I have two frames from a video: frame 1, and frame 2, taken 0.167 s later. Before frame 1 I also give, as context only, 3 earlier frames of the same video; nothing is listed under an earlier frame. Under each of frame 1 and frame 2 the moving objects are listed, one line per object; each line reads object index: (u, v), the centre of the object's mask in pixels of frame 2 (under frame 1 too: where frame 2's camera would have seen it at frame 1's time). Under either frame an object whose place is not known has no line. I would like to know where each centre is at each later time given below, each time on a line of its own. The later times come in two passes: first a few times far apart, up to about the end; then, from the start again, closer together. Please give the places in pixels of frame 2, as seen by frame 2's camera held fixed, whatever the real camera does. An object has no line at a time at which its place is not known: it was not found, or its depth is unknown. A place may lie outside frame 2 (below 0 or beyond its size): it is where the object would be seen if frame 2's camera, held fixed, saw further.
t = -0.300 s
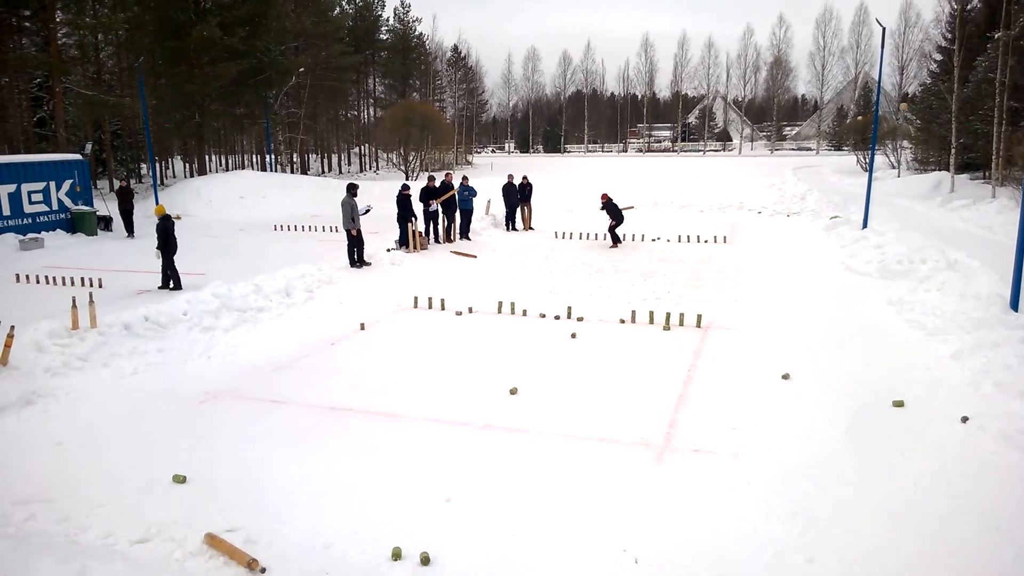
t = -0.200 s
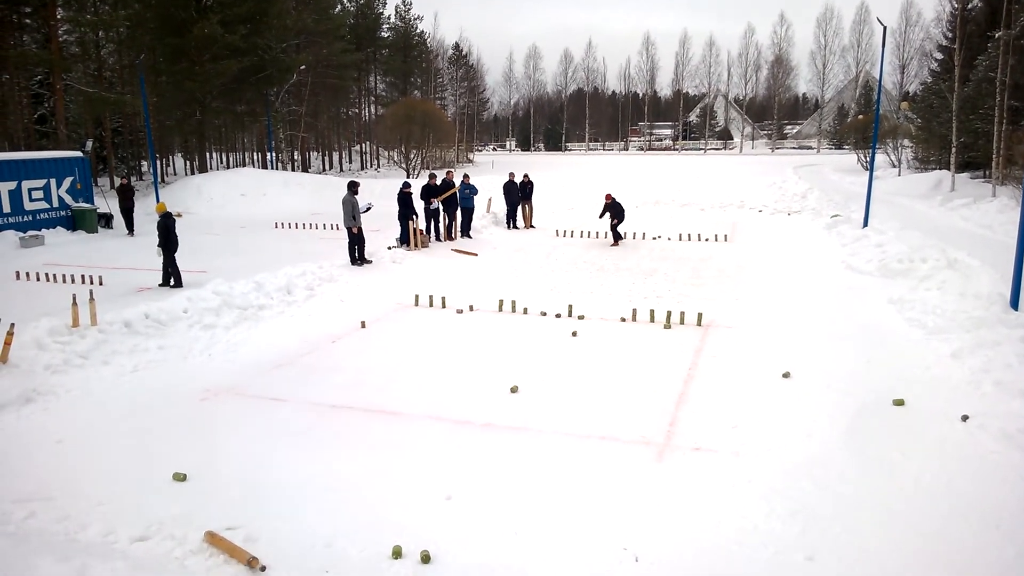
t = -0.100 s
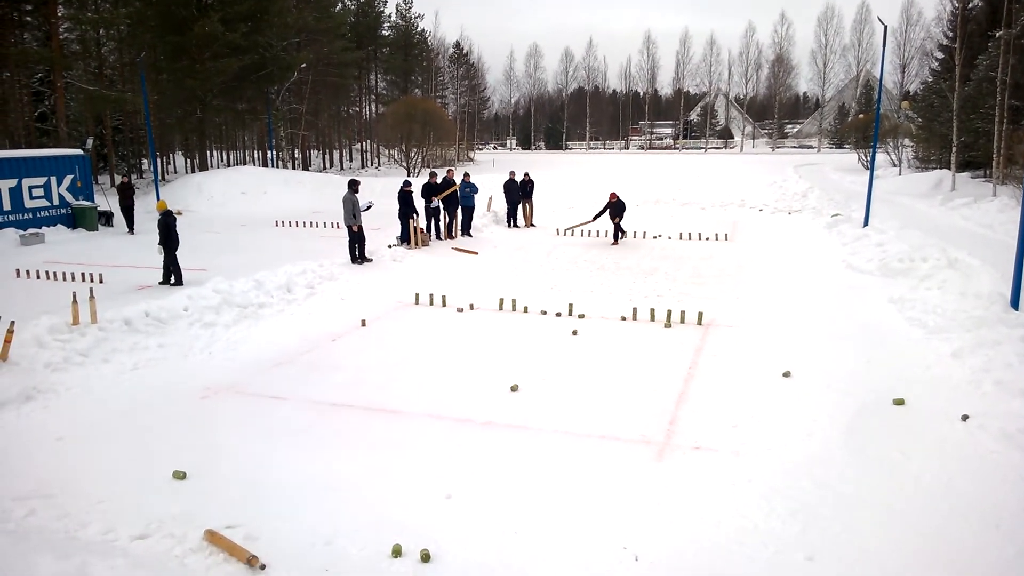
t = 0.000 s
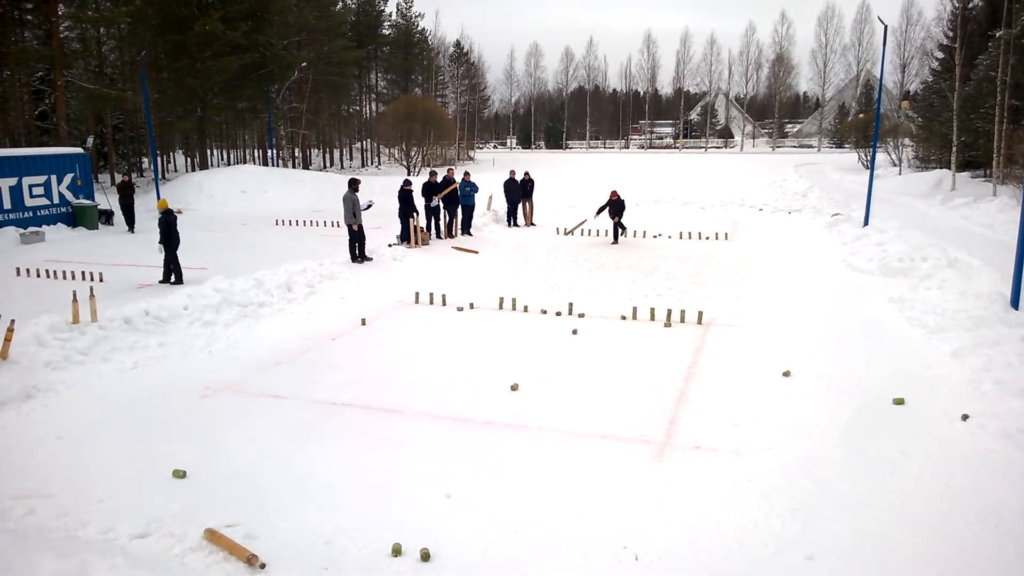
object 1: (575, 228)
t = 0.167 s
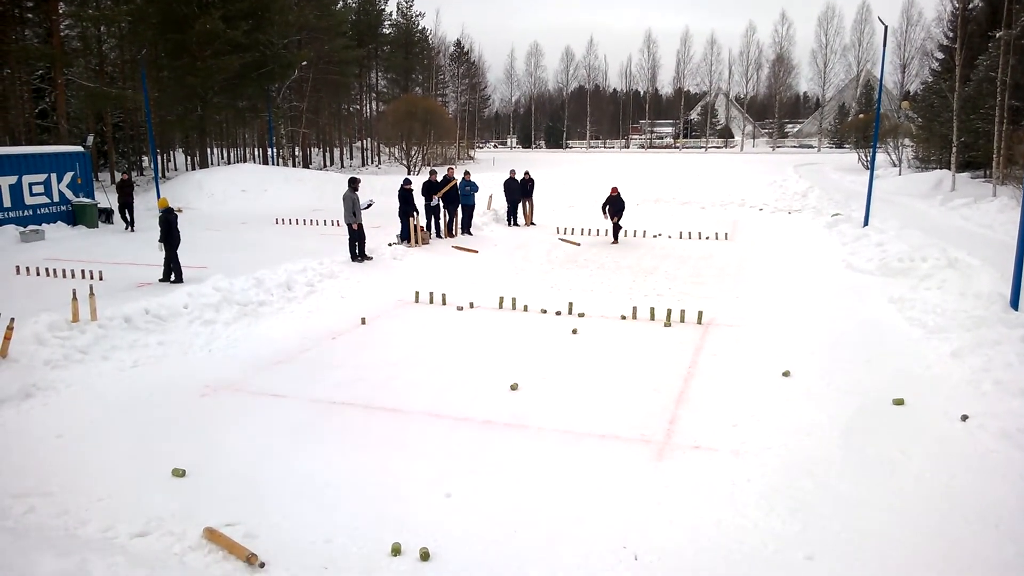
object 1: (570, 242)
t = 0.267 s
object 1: (565, 258)
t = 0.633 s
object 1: (547, 305)
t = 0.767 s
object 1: (540, 318)
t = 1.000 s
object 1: (528, 351)
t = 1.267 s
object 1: (506, 394)
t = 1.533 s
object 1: (467, 446)
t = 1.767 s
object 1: (433, 504)
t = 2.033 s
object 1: (416, 559)
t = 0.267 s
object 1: (565, 258)
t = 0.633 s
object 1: (547, 305)
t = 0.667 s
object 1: (545, 310)
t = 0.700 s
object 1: (545, 313)
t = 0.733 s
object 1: (542, 315)
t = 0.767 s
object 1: (540, 318)
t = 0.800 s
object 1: (539, 322)
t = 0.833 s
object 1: (537, 327)
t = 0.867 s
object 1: (535, 332)
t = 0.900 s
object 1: (534, 337)
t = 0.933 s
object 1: (531, 341)
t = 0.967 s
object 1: (530, 346)
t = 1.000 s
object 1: (528, 351)
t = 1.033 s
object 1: (526, 356)
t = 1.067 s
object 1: (524, 361)
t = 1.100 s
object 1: (522, 366)
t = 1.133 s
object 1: (520, 371)
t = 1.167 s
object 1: (517, 377)
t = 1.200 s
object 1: (515, 382)
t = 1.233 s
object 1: (510, 388)
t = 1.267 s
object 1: (506, 394)
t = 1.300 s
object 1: (502, 400)
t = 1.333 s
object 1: (497, 406)
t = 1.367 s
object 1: (492, 413)
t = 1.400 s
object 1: (487, 419)
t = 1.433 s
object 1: (482, 426)
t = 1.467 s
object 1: (477, 432)
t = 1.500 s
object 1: (472, 439)
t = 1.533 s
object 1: (467, 446)
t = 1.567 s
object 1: (462, 454)
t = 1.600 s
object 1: (457, 462)
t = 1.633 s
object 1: (452, 469)
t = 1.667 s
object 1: (447, 479)
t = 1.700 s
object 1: (442, 487)
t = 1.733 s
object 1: (438, 496)
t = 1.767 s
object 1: (433, 504)
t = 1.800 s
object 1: (429, 513)
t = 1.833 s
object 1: (425, 521)
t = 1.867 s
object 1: (422, 528)
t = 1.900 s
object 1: (419, 535)
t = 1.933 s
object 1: (415, 542)
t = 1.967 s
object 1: (416, 549)
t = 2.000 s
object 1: (416, 555)
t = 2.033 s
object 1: (416, 559)
